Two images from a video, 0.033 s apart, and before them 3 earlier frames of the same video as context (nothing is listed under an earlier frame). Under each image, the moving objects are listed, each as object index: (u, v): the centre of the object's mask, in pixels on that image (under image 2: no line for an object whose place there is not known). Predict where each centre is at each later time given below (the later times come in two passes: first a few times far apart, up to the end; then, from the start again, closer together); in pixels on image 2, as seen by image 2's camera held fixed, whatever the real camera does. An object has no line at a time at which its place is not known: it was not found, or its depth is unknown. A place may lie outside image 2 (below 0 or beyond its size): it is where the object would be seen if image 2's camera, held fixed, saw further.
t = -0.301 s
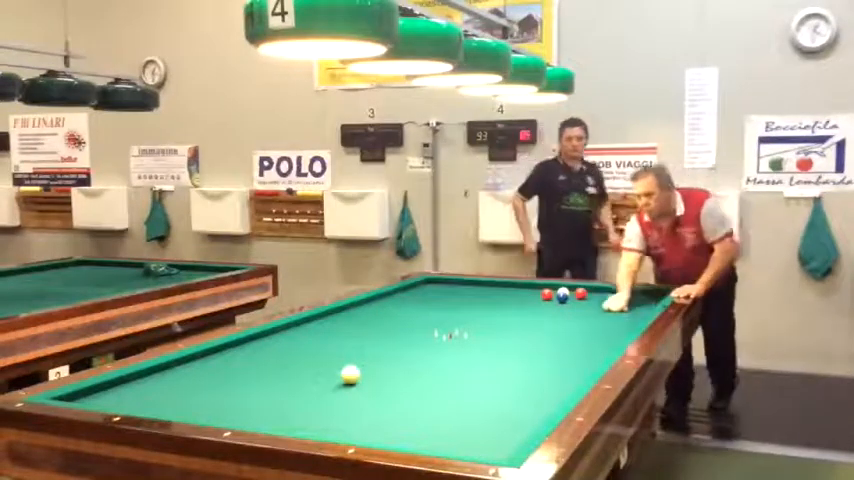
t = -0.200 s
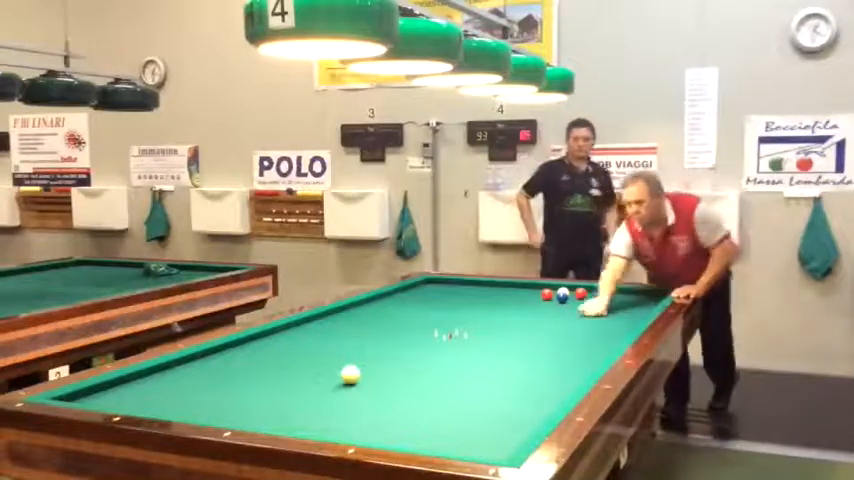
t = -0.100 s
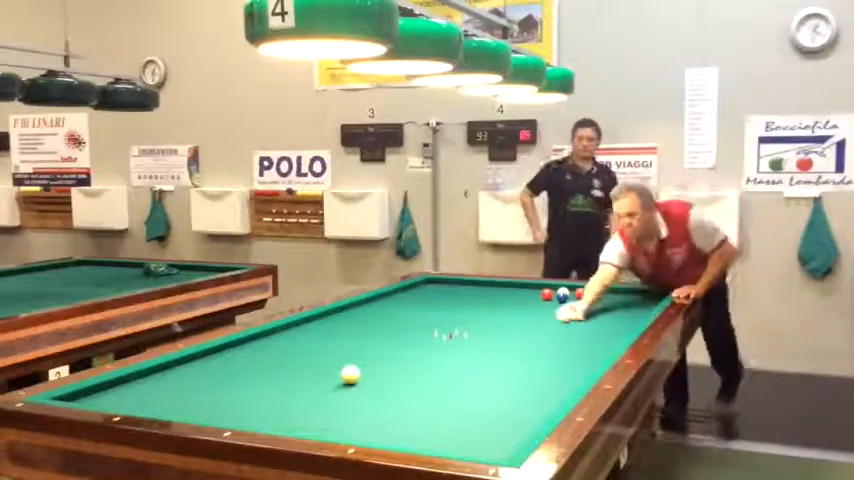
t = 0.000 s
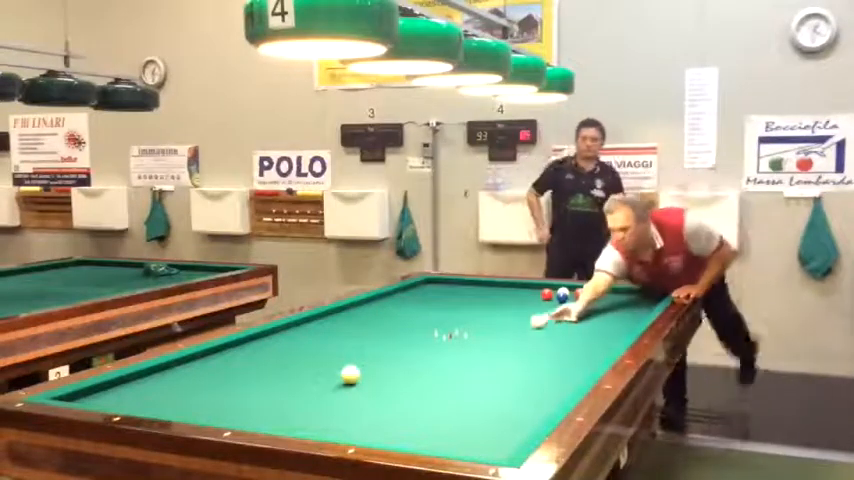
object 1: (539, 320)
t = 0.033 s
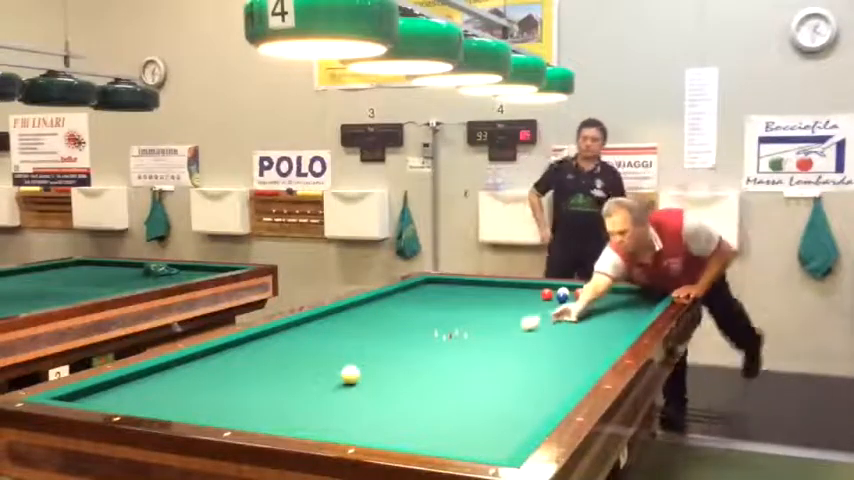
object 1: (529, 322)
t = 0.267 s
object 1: (470, 334)
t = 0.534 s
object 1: (399, 350)
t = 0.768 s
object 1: (327, 364)
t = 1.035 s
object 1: (231, 384)
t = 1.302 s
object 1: (120, 404)
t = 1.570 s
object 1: (153, 383)
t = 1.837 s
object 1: (166, 368)
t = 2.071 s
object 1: (195, 359)
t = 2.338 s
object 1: (231, 352)
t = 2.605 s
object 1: (264, 344)
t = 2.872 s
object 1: (294, 338)
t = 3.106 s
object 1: (319, 333)
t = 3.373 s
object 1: (344, 328)
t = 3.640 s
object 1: (367, 322)
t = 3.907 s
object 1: (388, 318)
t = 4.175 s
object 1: (410, 314)
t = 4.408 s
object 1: (426, 311)
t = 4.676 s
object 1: (443, 308)
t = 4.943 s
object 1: (459, 304)
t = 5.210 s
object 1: (474, 302)
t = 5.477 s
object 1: (489, 299)
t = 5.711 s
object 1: (501, 296)
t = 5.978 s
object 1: (512, 294)
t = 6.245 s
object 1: (525, 291)
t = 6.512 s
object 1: (536, 289)
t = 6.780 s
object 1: (546, 285)
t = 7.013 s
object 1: (553, 285)
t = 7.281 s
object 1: (556, 286)
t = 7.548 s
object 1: (560, 286)
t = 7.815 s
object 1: (564, 287)
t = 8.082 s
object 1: (566, 288)
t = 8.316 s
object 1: (571, 290)
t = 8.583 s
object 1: (571, 291)
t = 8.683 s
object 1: (571, 291)
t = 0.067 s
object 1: (521, 324)
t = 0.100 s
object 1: (512, 326)
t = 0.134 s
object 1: (503, 328)
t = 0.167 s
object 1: (495, 329)
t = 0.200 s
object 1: (486, 331)
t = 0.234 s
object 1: (478, 333)
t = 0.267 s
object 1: (470, 334)
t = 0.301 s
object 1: (461, 337)
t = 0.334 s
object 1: (454, 337)
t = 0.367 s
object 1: (444, 339)
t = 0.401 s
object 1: (436, 341)
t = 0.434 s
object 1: (427, 343)
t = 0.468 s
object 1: (418, 345)
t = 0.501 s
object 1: (409, 348)
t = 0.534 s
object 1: (399, 350)
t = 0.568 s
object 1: (389, 351)
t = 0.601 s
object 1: (379, 353)
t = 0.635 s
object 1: (369, 355)
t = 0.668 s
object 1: (360, 357)
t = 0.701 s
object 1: (348, 359)
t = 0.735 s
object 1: (337, 361)
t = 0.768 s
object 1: (327, 364)
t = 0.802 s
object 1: (316, 366)
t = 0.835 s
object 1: (304, 369)
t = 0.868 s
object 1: (293, 371)
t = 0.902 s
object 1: (282, 373)
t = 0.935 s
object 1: (269, 377)
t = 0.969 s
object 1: (257, 379)
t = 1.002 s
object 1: (244, 382)
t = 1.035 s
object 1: (231, 384)
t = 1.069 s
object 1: (216, 387)
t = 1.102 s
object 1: (203, 389)
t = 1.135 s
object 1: (190, 393)
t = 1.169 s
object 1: (176, 396)
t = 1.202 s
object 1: (160, 399)
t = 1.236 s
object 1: (146, 401)
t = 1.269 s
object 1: (130, 403)
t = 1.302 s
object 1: (120, 404)
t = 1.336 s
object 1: (125, 402)
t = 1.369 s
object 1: (130, 399)
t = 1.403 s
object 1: (136, 397)
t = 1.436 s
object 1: (139, 394)
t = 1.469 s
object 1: (143, 391)
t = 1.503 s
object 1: (146, 388)
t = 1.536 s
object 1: (149, 386)
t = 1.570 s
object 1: (153, 383)
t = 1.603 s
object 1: (155, 382)
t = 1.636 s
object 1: (157, 379)
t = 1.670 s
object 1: (158, 377)
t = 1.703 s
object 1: (160, 375)
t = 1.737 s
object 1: (161, 374)
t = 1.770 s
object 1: (163, 372)
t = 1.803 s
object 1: (164, 370)
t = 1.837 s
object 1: (166, 368)
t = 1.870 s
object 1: (167, 366)
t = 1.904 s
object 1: (170, 365)
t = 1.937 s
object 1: (175, 364)
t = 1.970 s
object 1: (180, 363)
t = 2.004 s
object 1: (186, 362)
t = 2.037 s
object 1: (190, 361)
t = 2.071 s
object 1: (195, 359)
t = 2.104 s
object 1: (200, 359)
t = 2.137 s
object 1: (205, 358)
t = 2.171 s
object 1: (209, 356)
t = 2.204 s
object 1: (214, 355)
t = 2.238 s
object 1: (218, 354)
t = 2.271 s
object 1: (223, 353)
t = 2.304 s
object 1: (227, 353)
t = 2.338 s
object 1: (231, 352)
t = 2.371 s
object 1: (236, 351)
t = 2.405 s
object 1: (240, 350)
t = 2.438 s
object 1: (244, 349)
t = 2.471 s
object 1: (249, 348)
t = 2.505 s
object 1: (252, 347)
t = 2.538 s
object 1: (256, 346)
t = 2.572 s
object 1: (260, 345)
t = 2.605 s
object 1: (264, 344)
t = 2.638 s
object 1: (267, 344)
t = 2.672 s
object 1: (271, 343)
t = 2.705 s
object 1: (275, 342)
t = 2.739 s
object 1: (279, 342)
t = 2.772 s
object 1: (284, 340)
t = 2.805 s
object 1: (288, 339)
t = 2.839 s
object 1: (290, 339)
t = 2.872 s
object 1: (294, 338)
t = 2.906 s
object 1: (297, 337)
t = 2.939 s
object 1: (301, 336)
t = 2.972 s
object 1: (306, 335)
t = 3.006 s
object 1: (310, 335)
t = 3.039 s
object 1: (312, 335)
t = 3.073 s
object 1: (315, 334)
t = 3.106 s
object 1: (319, 333)
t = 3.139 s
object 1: (322, 332)
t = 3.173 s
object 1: (325, 331)
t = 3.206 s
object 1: (329, 331)
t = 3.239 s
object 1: (331, 330)
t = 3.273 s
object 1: (335, 329)
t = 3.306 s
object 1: (337, 329)
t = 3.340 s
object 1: (341, 328)
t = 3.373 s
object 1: (344, 328)
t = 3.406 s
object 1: (347, 327)
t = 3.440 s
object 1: (350, 326)
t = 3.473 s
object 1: (353, 326)
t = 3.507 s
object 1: (356, 325)
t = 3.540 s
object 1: (358, 324)
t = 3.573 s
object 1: (362, 324)
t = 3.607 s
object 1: (364, 323)
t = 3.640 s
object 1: (367, 322)
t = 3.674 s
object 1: (369, 322)
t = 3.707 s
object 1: (373, 321)
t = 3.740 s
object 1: (375, 321)
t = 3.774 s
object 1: (379, 321)
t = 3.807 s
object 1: (381, 320)
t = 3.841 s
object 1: (384, 319)
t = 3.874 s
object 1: (386, 319)
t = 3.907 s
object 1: (388, 318)
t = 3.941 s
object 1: (391, 318)
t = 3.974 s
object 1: (393, 317)
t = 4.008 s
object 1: (397, 317)
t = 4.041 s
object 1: (399, 317)
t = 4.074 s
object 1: (401, 316)
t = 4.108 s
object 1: (404, 316)
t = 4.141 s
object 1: (407, 315)
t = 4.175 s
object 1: (410, 314)
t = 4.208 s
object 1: (412, 314)
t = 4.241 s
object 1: (414, 314)
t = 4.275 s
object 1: (416, 313)
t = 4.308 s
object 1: (418, 313)
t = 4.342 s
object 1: (421, 312)
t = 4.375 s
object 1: (423, 312)
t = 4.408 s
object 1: (426, 311)
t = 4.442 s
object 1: (428, 311)
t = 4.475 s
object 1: (430, 310)
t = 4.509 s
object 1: (432, 310)
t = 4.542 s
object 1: (434, 310)
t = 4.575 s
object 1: (437, 309)
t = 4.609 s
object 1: (438, 309)
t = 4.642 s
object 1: (441, 309)
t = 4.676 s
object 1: (443, 308)
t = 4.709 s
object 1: (445, 307)
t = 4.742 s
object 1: (447, 307)
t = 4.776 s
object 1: (449, 306)
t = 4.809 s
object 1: (452, 306)
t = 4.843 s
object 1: (452, 306)
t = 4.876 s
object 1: (455, 306)
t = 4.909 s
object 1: (457, 305)
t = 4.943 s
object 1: (459, 304)
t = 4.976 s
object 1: (461, 304)
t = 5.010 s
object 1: (463, 304)
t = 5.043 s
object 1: (465, 303)
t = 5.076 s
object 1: (466, 303)
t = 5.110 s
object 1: (468, 303)
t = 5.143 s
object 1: (470, 302)
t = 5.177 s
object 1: (473, 302)
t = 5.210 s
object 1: (474, 302)
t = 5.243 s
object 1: (476, 301)
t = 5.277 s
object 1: (478, 301)
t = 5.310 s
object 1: (480, 301)
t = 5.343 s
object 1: (482, 300)
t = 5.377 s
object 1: (483, 300)
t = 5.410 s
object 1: (485, 299)
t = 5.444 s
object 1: (487, 299)
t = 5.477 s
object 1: (489, 299)
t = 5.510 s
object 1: (491, 298)
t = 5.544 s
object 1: (492, 298)
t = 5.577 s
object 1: (494, 298)
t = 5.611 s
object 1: (495, 297)
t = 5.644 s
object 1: (497, 297)
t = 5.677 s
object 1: (499, 297)
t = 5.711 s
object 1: (501, 296)
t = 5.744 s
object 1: (502, 296)
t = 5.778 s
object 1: (504, 296)
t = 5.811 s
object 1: (505, 295)
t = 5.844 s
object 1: (507, 295)
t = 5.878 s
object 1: (508, 295)
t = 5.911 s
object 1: (510, 294)
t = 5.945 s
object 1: (511, 294)
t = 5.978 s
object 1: (512, 294)
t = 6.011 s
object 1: (513, 294)
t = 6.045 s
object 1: (515, 293)
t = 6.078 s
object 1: (517, 293)
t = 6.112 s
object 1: (519, 293)
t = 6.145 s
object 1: (520, 292)
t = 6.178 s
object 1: (522, 292)
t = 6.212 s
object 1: (523, 291)
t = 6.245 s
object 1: (525, 291)
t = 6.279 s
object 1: (526, 291)
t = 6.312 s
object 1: (528, 291)
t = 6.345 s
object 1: (529, 290)
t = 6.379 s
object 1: (531, 290)
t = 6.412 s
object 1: (532, 290)
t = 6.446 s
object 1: (534, 289)
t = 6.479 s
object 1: (535, 289)
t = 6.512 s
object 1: (536, 289)
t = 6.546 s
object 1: (537, 289)
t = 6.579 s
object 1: (538, 288)
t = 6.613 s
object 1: (540, 287)
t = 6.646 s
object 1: (541, 287)
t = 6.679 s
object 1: (542, 286)
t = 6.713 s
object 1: (543, 286)
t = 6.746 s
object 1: (545, 286)
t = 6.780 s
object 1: (546, 285)
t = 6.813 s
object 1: (548, 286)
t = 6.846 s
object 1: (549, 286)
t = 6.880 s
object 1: (550, 286)
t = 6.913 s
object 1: (551, 285)
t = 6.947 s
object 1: (552, 285)
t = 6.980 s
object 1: (553, 285)
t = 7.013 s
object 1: (553, 285)
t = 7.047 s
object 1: (553, 285)
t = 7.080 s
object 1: (554, 285)
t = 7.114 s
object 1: (555, 285)
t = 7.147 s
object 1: (555, 285)
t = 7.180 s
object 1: (555, 285)
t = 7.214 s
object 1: (556, 285)
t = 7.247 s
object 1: (556, 285)
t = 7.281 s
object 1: (556, 286)
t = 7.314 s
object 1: (557, 285)
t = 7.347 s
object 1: (558, 286)
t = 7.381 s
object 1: (558, 286)
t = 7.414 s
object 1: (559, 286)
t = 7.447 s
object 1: (559, 286)
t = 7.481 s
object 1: (559, 286)
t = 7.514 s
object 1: (559, 286)
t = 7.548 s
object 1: (560, 286)
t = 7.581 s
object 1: (560, 286)
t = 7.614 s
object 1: (560, 286)
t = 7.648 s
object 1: (561, 286)
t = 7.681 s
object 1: (561, 287)
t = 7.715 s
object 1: (562, 287)
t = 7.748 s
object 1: (562, 287)
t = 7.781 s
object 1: (563, 287)
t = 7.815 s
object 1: (564, 287)
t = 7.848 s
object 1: (564, 287)
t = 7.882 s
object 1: (564, 287)
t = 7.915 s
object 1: (564, 288)
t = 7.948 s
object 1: (564, 287)
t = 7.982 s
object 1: (565, 288)
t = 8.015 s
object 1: (565, 288)
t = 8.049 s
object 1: (566, 288)
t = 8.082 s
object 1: (566, 288)
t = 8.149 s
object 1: (567, 288)
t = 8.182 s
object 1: (569, 289)
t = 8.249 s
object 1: (570, 290)
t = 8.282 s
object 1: (570, 290)
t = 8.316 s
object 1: (571, 290)
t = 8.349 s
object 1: (571, 290)
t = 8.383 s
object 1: (571, 291)
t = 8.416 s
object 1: (571, 291)
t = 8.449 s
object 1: (572, 291)
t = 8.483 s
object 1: (571, 291)
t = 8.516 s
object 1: (571, 291)
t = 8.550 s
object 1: (572, 291)
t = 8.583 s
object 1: (571, 291)
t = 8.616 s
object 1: (571, 291)
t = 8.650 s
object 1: (572, 291)
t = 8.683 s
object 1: (571, 291)
